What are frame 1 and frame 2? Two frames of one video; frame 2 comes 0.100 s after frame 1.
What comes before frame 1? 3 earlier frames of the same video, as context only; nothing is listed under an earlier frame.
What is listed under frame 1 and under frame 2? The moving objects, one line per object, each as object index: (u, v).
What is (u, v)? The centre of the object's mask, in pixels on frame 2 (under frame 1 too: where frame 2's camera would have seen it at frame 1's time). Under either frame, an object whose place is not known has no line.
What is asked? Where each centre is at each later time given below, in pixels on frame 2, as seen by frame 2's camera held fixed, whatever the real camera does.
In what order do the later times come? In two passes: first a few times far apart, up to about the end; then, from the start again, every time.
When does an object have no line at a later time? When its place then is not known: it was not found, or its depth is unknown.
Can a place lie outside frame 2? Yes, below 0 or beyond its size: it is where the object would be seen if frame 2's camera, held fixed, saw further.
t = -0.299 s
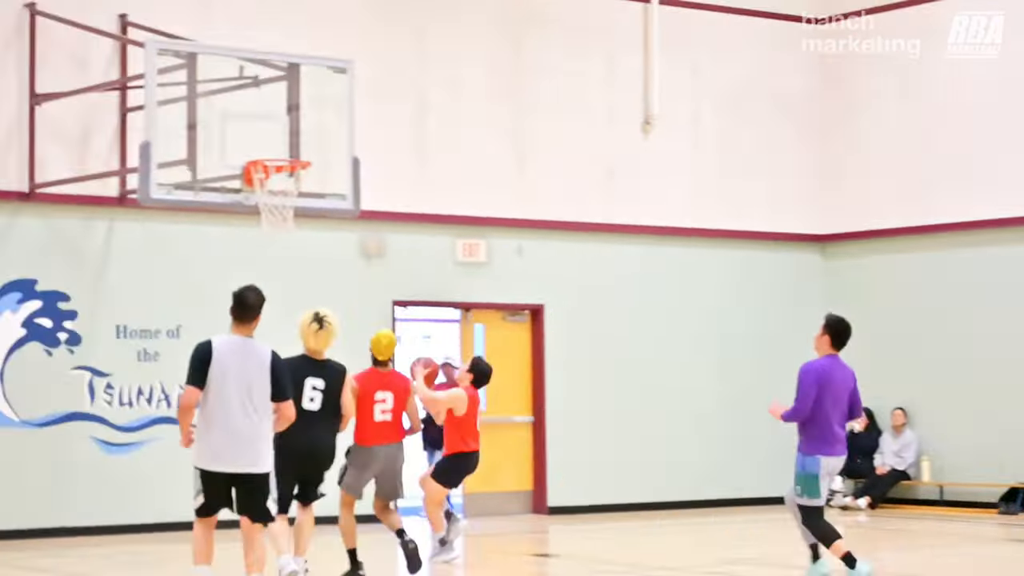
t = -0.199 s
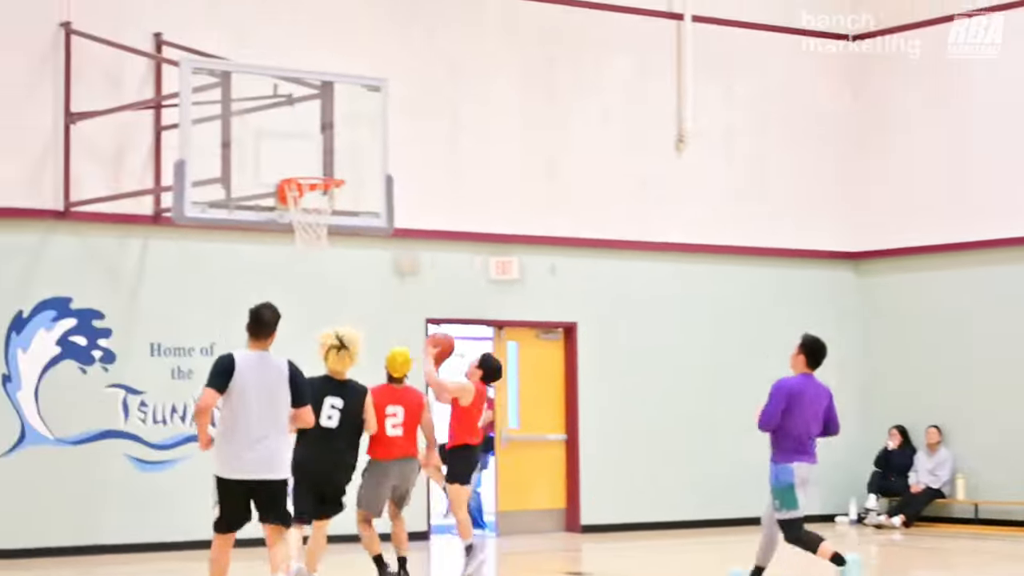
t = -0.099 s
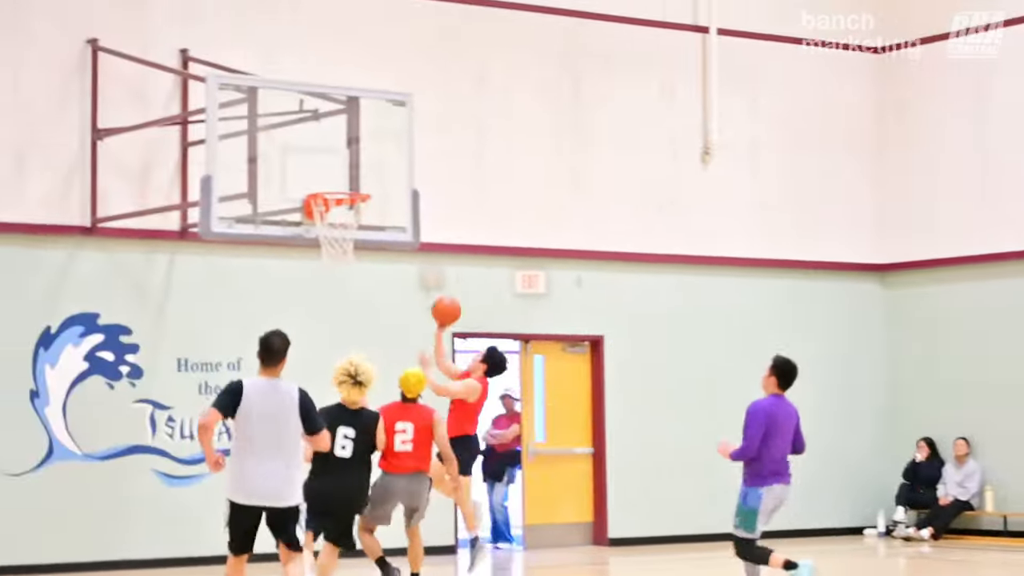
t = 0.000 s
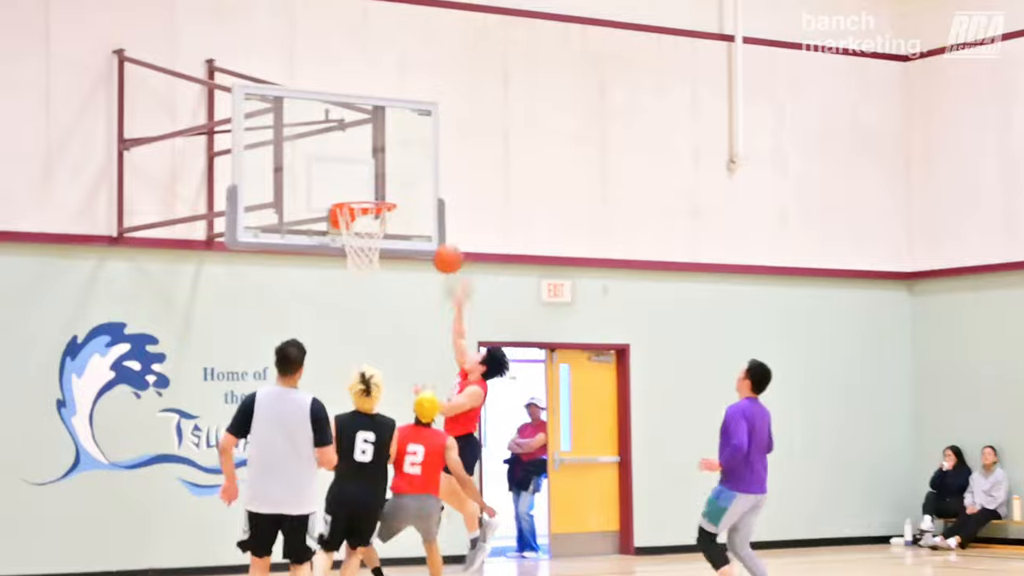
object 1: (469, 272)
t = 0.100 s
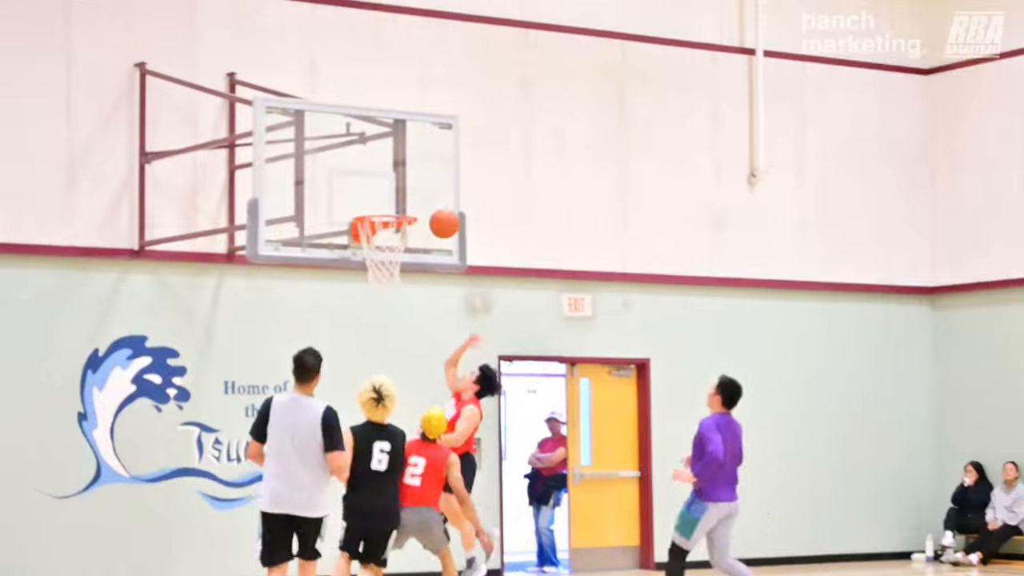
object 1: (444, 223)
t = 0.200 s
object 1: (420, 187)
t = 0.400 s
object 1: (395, 158)
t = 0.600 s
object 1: (389, 183)
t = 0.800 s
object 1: (386, 248)
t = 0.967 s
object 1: (384, 314)
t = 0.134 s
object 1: (435, 210)
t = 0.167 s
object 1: (428, 198)
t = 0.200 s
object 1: (420, 187)
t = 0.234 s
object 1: (411, 178)
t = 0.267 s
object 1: (403, 170)
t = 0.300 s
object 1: (399, 164)
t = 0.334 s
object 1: (397, 161)
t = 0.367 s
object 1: (396, 159)
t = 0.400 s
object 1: (395, 158)
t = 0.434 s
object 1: (394, 159)
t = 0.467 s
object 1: (393, 161)
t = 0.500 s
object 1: (392, 164)
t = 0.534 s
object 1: (391, 169)
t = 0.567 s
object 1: (390, 175)
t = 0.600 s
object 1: (389, 183)
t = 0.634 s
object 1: (388, 192)
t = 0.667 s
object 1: (387, 202)
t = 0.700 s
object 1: (386, 208)
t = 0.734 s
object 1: (385, 213)
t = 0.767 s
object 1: (387, 236)
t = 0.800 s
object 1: (386, 248)
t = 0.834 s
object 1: (386, 260)
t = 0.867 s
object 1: (385, 273)
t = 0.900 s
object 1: (385, 288)
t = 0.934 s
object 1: (384, 299)
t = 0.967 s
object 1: (384, 314)
